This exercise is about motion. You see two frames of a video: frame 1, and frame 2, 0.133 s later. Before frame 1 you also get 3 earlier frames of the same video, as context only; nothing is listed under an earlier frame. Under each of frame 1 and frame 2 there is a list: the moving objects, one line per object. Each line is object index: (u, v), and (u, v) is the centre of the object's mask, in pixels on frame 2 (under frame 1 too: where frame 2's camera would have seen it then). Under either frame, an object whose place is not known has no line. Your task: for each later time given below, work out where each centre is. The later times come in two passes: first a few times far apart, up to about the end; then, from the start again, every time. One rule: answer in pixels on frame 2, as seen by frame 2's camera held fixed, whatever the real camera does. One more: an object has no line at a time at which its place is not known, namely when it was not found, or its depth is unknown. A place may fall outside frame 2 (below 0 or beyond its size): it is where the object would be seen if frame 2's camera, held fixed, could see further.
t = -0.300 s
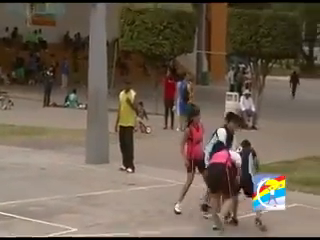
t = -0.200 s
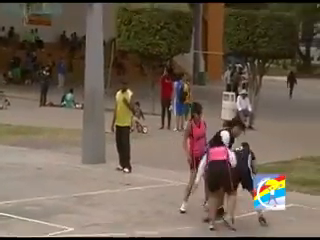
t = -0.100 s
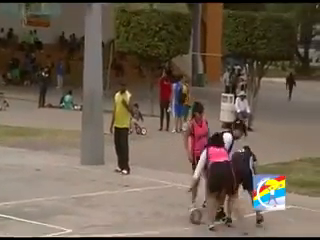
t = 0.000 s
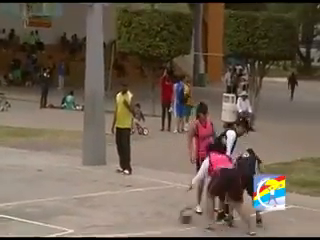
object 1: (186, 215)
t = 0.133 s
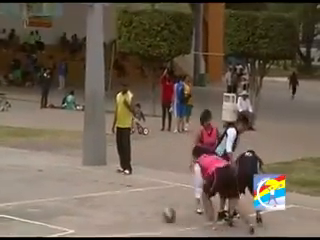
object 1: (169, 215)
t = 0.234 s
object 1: (159, 215)
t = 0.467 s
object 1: (132, 212)
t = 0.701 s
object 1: (105, 211)
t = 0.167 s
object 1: (166, 214)
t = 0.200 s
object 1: (162, 213)
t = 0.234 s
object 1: (159, 215)
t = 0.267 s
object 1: (156, 214)
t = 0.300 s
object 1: (152, 214)
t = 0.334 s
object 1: (149, 214)
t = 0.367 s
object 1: (144, 213)
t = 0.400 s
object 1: (140, 213)
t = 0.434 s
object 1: (136, 213)
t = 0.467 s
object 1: (132, 212)
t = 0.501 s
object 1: (128, 213)
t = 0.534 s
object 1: (124, 212)
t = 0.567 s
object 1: (120, 212)
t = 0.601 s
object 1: (115, 212)
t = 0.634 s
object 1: (112, 213)
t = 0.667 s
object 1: (109, 212)
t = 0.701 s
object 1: (105, 211)
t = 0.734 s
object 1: (102, 212)
